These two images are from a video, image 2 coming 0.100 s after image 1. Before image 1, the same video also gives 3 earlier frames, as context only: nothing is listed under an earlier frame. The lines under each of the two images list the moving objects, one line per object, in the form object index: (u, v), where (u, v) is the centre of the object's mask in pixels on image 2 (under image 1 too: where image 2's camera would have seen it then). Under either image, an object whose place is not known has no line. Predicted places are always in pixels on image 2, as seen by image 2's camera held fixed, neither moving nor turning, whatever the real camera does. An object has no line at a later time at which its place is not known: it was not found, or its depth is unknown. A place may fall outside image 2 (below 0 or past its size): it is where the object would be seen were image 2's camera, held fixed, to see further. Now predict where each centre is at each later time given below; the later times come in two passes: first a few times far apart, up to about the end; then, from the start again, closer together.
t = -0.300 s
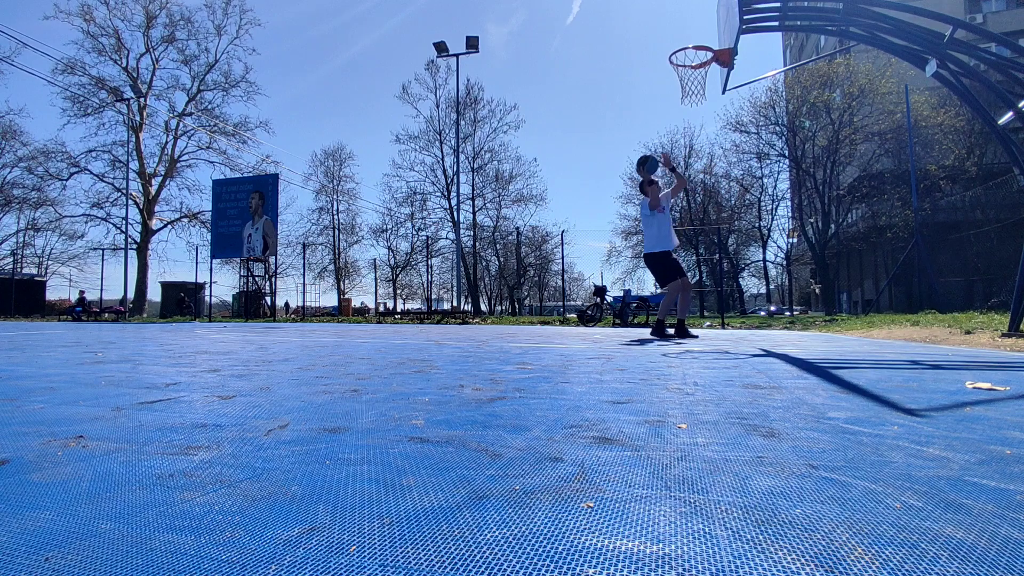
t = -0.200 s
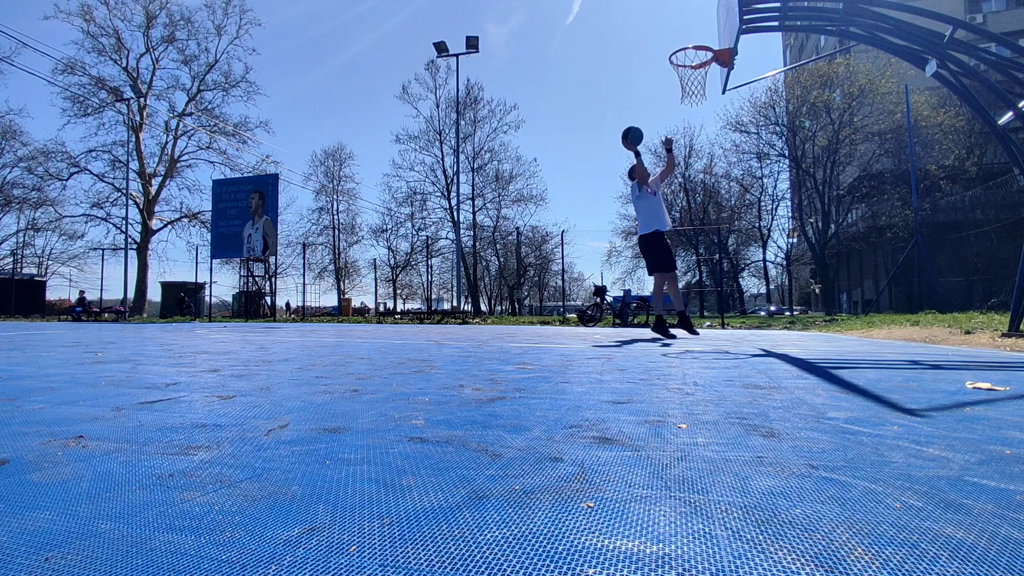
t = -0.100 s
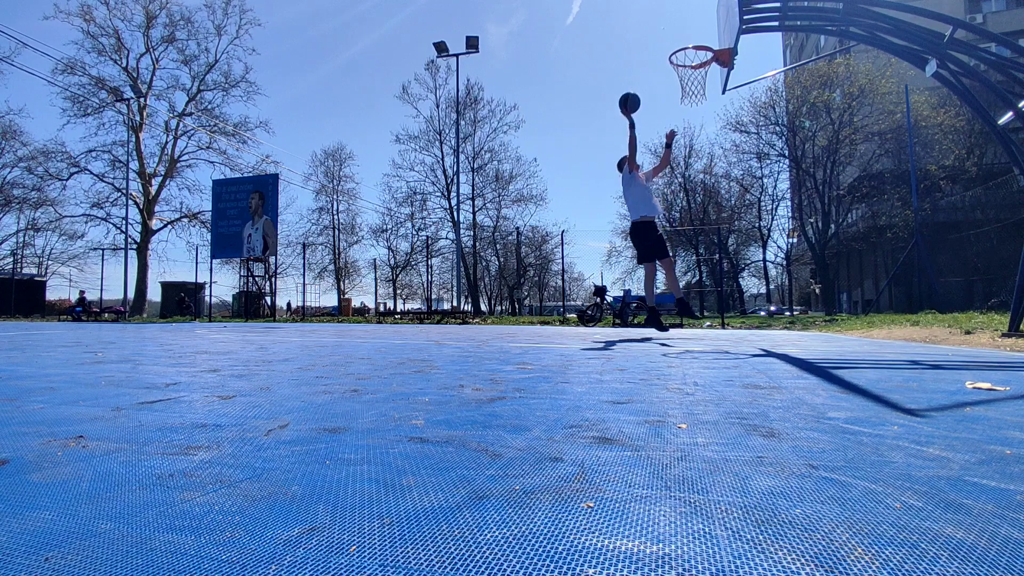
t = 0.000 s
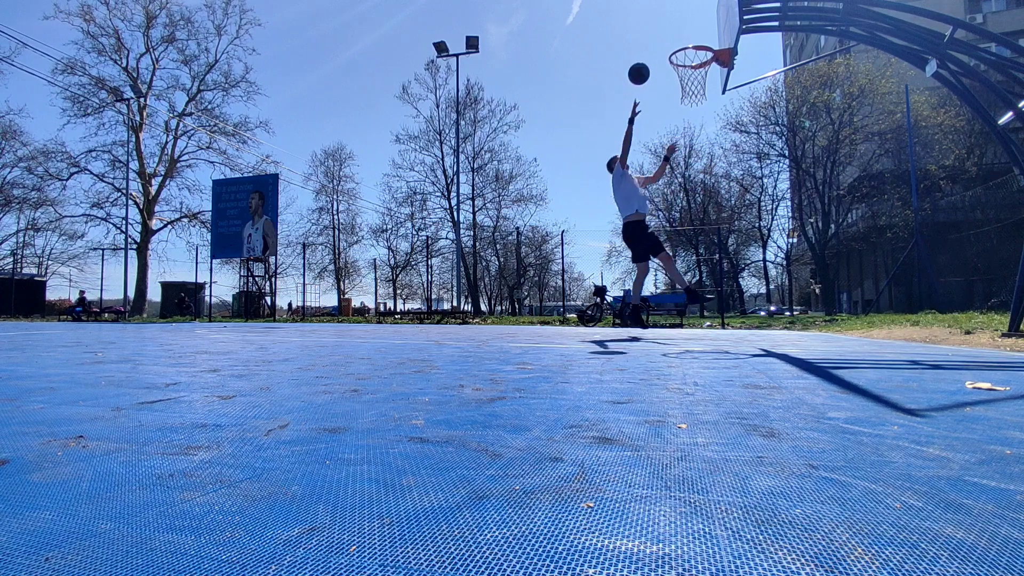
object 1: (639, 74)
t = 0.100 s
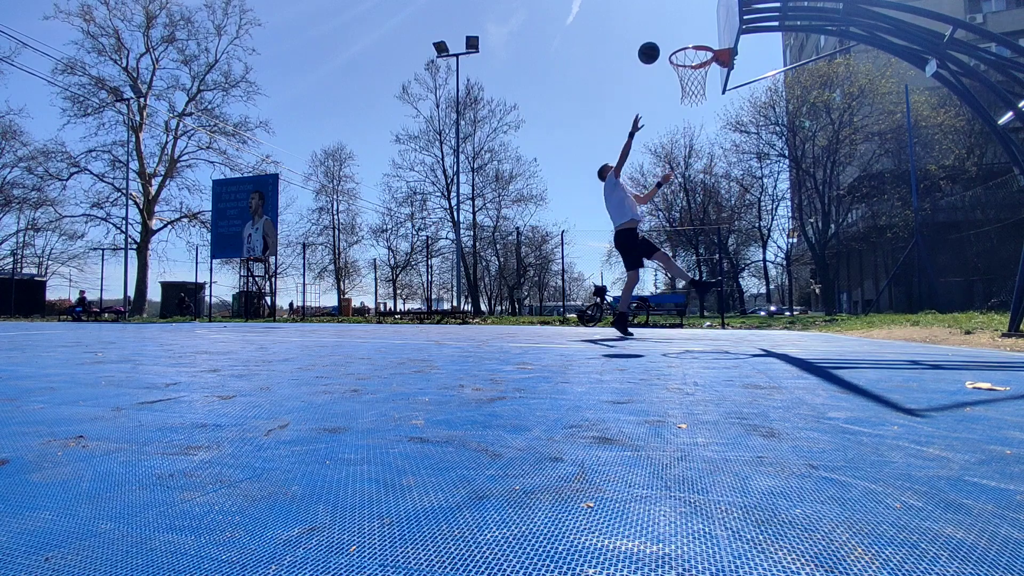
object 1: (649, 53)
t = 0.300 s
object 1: (669, 37)
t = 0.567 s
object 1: (699, 70)
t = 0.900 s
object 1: (713, 144)
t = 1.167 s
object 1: (728, 279)
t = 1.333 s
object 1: (726, 278)
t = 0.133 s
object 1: (652, 48)
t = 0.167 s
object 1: (655, 44)
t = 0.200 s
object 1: (659, 41)
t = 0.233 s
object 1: (662, 38)
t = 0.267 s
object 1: (666, 37)
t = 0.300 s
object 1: (669, 37)
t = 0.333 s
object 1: (673, 38)
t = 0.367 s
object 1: (676, 39)
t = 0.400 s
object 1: (680, 42)
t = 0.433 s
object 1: (683, 46)
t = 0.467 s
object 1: (687, 51)
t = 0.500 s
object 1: (691, 58)
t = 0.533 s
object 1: (695, 62)
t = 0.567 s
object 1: (699, 70)
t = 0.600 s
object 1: (702, 76)
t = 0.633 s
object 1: (703, 80)
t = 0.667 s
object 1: (705, 84)
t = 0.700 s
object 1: (706, 90)
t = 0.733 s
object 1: (707, 96)
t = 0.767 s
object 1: (708, 104)
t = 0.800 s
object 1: (709, 112)
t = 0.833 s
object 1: (710, 122)
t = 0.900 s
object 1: (713, 144)
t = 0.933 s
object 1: (715, 157)
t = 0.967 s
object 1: (716, 171)
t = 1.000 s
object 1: (718, 186)
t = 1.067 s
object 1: (722, 219)
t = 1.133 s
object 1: (726, 259)
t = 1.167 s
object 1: (728, 279)
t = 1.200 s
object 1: (730, 302)
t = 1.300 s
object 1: (729, 295)
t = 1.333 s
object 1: (726, 278)
